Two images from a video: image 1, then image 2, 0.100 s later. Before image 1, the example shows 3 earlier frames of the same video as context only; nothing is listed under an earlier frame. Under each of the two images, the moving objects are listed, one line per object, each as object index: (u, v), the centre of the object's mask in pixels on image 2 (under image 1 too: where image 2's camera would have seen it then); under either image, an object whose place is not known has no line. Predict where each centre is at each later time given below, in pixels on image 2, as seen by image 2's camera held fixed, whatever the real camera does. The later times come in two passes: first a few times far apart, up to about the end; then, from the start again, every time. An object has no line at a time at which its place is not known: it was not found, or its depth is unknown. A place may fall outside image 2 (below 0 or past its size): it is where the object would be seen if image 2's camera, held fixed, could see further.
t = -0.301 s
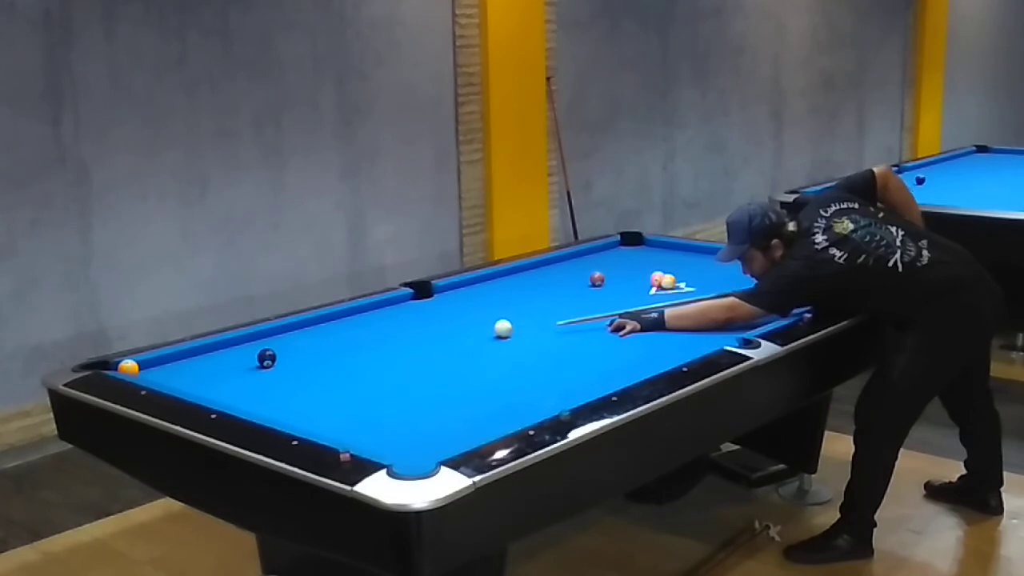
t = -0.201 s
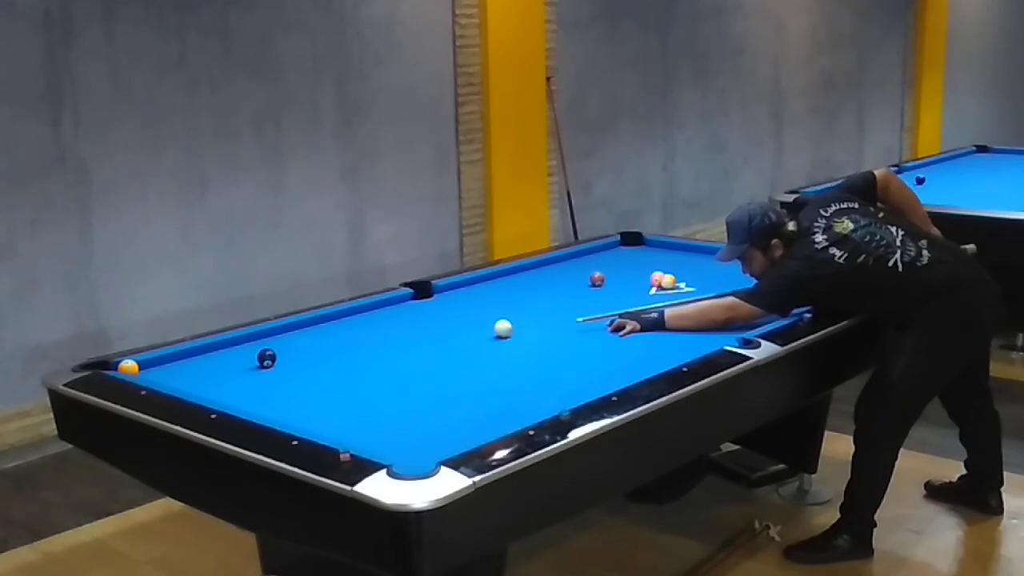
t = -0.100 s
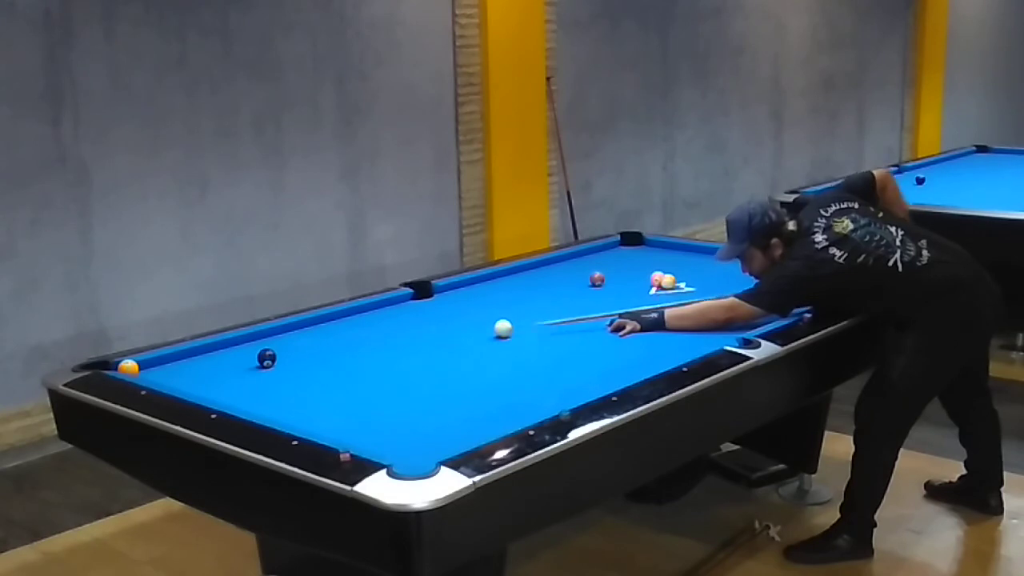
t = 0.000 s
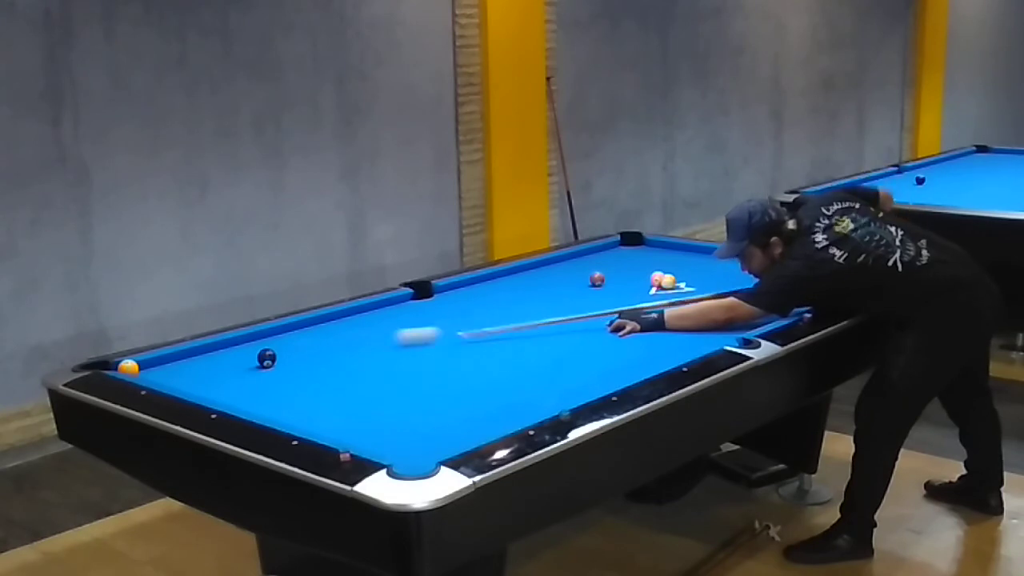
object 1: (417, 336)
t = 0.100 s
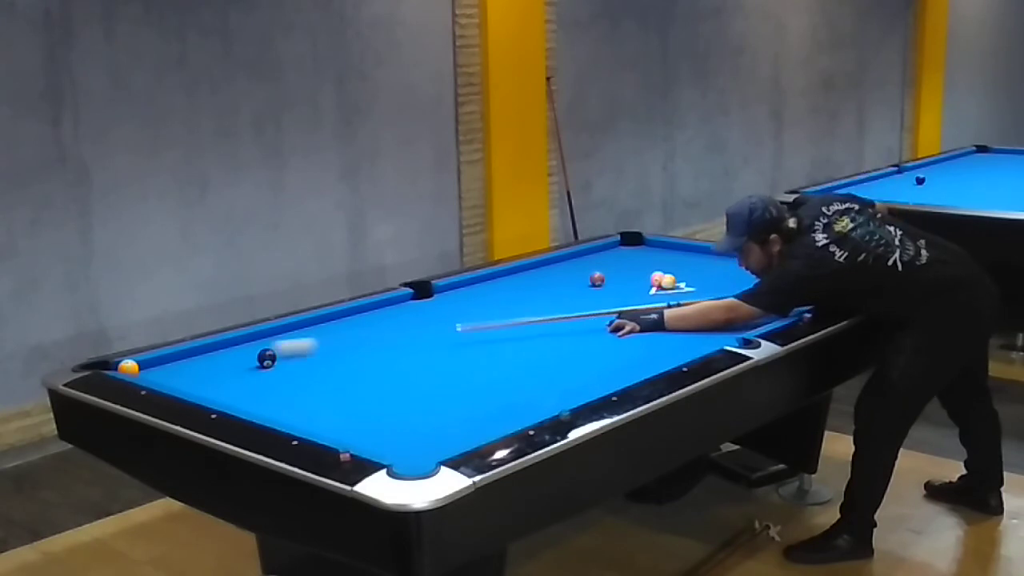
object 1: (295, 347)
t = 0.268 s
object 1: (149, 372)
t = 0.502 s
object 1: (311, 391)
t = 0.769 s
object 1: (488, 411)
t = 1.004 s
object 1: (512, 384)
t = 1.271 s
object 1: (508, 349)
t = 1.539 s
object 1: (507, 320)
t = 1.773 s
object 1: (506, 300)
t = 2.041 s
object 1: (505, 280)
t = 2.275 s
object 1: (528, 271)
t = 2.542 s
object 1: (572, 268)
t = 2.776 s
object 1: (608, 265)
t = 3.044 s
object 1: (647, 261)
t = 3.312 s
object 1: (685, 259)
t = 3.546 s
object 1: (717, 257)
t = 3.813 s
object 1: (748, 255)
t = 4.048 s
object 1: (751, 258)
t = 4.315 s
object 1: (753, 261)
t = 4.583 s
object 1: (756, 264)
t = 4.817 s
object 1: (758, 266)
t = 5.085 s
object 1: (760, 269)
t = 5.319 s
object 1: (763, 271)
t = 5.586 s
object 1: (765, 273)
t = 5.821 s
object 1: (767, 274)
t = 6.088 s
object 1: (769, 276)
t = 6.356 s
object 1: (770, 277)
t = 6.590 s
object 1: (772, 278)
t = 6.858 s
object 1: (772, 278)
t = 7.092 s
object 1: (773, 279)
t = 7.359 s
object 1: (772, 279)
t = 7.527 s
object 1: (773, 279)
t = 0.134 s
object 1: (251, 349)
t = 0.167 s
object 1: (213, 355)
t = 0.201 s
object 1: (173, 358)
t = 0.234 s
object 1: (151, 365)
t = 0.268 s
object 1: (149, 372)
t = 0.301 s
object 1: (164, 377)
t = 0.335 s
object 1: (190, 380)
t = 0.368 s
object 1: (215, 383)
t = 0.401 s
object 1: (240, 385)
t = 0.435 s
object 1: (265, 387)
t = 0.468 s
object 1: (288, 388)
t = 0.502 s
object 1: (311, 391)
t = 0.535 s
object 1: (334, 393)
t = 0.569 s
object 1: (357, 396)
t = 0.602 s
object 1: (378, 398)
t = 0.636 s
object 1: (399, 401)
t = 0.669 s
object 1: (421, 403)
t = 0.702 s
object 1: (443, 406)
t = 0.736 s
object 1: (465, 409)
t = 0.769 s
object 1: (488, 411)
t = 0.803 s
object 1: (509, 413)
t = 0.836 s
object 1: (527, 412)
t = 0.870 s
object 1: (524, 407)
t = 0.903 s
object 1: (520, 402)
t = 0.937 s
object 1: (517, 396)
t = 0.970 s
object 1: (514, 390)
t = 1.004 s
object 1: (512, 384)
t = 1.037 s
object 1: (510, 379)
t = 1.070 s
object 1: (509, 374)
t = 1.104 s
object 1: (509, 370)
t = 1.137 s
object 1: (509, 365)
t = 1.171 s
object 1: (509, 361)
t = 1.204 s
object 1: (508, 357)
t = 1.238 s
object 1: (508, 353)
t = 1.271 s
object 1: (508, 349)
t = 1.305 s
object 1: (508, 345)
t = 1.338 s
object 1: (508, 341)
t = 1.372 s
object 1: (508, 337)
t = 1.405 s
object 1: (507, 334)
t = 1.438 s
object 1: (507, 330)
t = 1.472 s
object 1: (507, 327)
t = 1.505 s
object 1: (507, 324)
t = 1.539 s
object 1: (507, 320)
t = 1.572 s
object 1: (507, 317)
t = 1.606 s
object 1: (507, 314)
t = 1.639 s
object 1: (507, 311)
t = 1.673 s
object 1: (507, 308)
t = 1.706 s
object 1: (506, 305)
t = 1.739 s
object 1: (506, 302)
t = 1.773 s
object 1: (506, 300)
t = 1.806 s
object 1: (506, 297)
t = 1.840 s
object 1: (506, 294)
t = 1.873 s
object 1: (506, 292)
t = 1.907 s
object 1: (506, 289)
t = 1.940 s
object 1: (506, 287)
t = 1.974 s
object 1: (506, 284)
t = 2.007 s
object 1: (506, 282)
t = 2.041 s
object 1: (505, 280)
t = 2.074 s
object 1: (506, 277)
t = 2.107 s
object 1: (505, 275)
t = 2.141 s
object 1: (505, 273)
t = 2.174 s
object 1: (510, 272)
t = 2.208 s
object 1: (516, 272)
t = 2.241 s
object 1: (523, 271)
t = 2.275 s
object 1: (528, 271)
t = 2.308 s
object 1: (534, 271)
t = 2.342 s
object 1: (539, 270)
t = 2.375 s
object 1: (545, 270)
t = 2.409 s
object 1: (550, 270)
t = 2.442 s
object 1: (556, 269)
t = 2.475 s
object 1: (561, 269)
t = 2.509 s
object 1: (566, 268)
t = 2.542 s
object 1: (572, 268)
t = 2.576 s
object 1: (577, 267)
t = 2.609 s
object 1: (582, 267)
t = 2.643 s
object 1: (587, 266)
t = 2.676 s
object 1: (593, 266)
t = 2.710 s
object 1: (598, 265)
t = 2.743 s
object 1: (603, 265)
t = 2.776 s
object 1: (608, 265)
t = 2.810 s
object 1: (613, 264)
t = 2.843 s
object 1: (618, 264)
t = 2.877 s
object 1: (623, 264)
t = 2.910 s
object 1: (628, 263)
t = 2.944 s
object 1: (633, 263)
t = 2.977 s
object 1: (638, 263)
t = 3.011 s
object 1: (643, 262)
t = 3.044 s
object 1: (647, 261)
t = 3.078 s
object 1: (652, 261)
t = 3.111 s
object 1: (657, 261)
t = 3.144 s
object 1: (662, 261)
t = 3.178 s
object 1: (667, 261)
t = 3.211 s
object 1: (671, 260)
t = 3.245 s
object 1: (676, 260)
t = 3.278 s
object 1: (681, 259)
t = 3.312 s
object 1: (685, 259)
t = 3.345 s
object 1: (690, 259)
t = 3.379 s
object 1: (695, 258)
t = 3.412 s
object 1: (699, 258)
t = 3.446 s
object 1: (704, 258)
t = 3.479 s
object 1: (708, 257)
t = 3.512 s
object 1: (713, 257)
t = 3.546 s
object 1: (717, 257)
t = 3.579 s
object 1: (721, 256)
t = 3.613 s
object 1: (726, 256)
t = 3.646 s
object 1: (730, 256)
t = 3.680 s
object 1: (734, 255)
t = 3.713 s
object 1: (739, 255)
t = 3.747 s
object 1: (743, 255)
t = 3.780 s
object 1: (747, 254)
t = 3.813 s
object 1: (748, 255)
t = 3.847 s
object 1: (749, 255)
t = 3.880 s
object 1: (749, 256)
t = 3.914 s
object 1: (749, 256)
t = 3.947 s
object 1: (750, 256)
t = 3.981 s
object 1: (750, 257)
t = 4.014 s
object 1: (750, 257)
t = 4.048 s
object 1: (751, 258)
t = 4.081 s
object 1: (751, 258)
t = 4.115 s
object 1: (751, 258)
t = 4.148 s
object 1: (752, 259)
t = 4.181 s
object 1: (752, 259)
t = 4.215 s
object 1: (752, 260)
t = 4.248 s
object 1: (752, 260)
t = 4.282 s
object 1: (753, 260)
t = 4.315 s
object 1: (753, 261)
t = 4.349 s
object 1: (753, 261)
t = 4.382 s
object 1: (754, 262)
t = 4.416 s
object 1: (754, 262)
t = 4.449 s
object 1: (754, 262)
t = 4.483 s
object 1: (755, 263)
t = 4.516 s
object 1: (755, 263)
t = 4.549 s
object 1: (755, 264)
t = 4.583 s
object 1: (756, 264)
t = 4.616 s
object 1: (756, 264)
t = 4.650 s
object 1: (756, 265)
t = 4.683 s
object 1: (757, 265)
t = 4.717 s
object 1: (757, 265)
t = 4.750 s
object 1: (757, 266)
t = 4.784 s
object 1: (758, 266)
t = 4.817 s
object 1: (758, 266)
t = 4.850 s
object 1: (758, 267)
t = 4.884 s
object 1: (759, 267)
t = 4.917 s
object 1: (759, 267)
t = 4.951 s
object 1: (759, 268)
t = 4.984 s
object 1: (759, 268)
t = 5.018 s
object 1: (760, 268)
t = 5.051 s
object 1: (760, 269)
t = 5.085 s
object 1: (760, 269)
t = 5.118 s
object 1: (761, 269)
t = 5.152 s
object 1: (761, 269)
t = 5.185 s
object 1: (761, 270)
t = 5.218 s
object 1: (762, 270)
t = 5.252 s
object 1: (762, 270)
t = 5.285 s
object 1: (762, 271)
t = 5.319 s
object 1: (763, 271)
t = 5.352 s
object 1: (763, 271)
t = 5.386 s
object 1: (763, 271)
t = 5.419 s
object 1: (764, 272)
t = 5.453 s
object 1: (764, 272)
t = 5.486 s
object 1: (764, 272)
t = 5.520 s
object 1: (765, 272)
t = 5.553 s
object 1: (765, 273)
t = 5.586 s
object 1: (765, 273)
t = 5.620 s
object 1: (765, 273)
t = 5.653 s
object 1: (766, 273)
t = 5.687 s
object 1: (766, 273)
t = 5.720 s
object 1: (766, 274)
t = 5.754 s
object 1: (766, 274)
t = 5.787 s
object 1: (767, 274)
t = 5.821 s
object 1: (767, 274)
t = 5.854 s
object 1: (767, 274)
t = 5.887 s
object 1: (768, 274)
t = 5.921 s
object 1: (768, 275)
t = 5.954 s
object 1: (768, 275)
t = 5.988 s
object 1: (768, 275)
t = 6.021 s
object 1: (769, 276)
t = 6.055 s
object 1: (769, 276)
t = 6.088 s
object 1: (769, 276)
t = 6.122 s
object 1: (769, 276)
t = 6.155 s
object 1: (770, 276)
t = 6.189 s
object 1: (770, 276)
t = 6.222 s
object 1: (770, 276)
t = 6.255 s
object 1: (770, 276)
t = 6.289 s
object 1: (770, 277)
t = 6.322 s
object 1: (770, 277)
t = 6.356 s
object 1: (770, 277)
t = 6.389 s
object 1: (770, 277)
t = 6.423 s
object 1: (771, 277)
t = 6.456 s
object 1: (771, 277)
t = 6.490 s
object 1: (771, 277)
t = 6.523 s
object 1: (771, 277)
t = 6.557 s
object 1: (771, 277)
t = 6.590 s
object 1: (772, 278)
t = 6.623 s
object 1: (772, 278)
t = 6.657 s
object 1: (772, 278)
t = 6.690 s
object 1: (772, 278)
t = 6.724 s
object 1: (772, 278)
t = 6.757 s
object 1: (772, 278)
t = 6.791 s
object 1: (772, 278)
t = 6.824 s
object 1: (772, 278)
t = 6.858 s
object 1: (772, 278)
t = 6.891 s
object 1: (772, 279)
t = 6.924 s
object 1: (772, 278)
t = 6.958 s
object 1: (773, 279)
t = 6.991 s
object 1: (772, 278)
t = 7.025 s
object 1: (772, 279)
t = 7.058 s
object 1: (772, 279)
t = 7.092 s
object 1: (773, 279)
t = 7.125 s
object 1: (773, 279)
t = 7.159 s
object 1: (773, 279)
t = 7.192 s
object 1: (773, 279)
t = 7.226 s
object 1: (773, 279)
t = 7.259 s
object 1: (773, 279)
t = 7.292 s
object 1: (773, 278)
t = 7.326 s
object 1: (773, 279)
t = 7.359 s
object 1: (772, 279)
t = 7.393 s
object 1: (773, 279)
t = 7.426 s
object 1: (773, 279)
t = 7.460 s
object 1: (773, 279)
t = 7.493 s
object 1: (773, 279)
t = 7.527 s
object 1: (773, 279)
